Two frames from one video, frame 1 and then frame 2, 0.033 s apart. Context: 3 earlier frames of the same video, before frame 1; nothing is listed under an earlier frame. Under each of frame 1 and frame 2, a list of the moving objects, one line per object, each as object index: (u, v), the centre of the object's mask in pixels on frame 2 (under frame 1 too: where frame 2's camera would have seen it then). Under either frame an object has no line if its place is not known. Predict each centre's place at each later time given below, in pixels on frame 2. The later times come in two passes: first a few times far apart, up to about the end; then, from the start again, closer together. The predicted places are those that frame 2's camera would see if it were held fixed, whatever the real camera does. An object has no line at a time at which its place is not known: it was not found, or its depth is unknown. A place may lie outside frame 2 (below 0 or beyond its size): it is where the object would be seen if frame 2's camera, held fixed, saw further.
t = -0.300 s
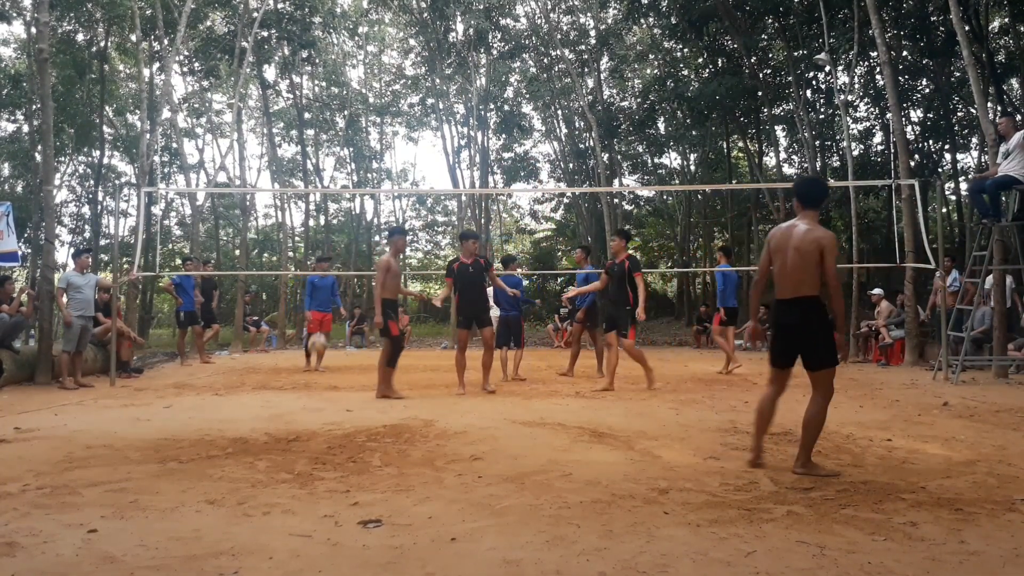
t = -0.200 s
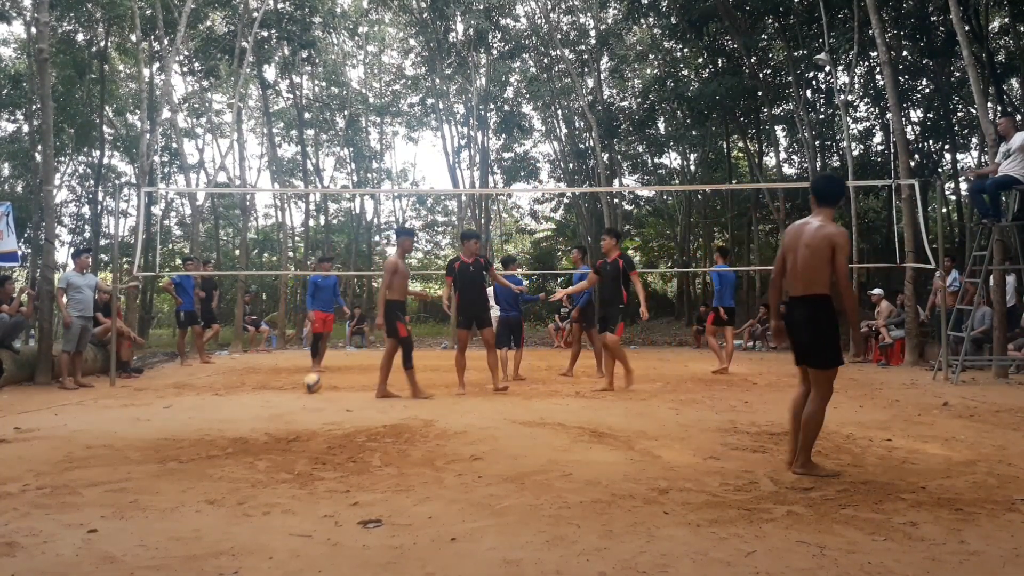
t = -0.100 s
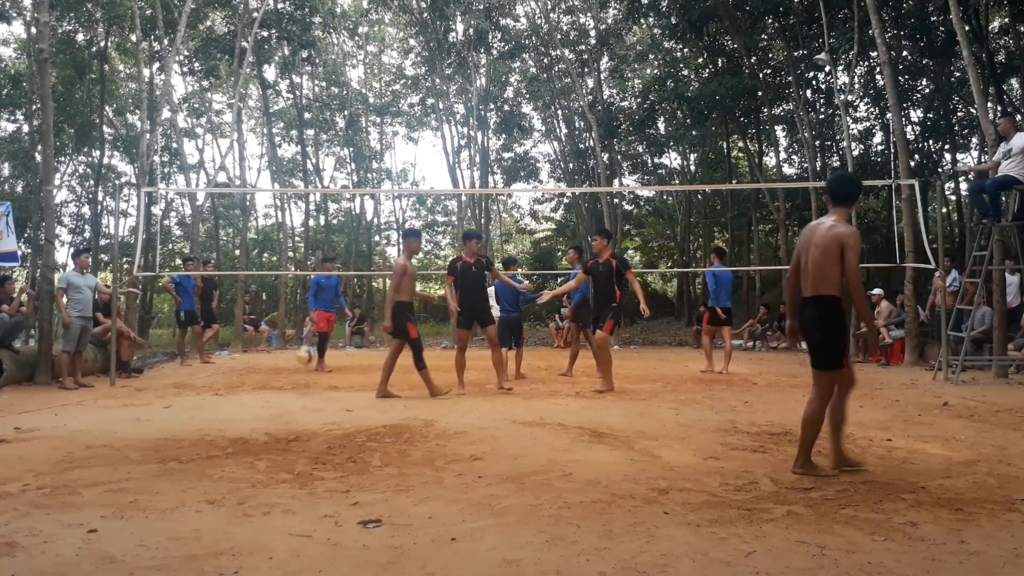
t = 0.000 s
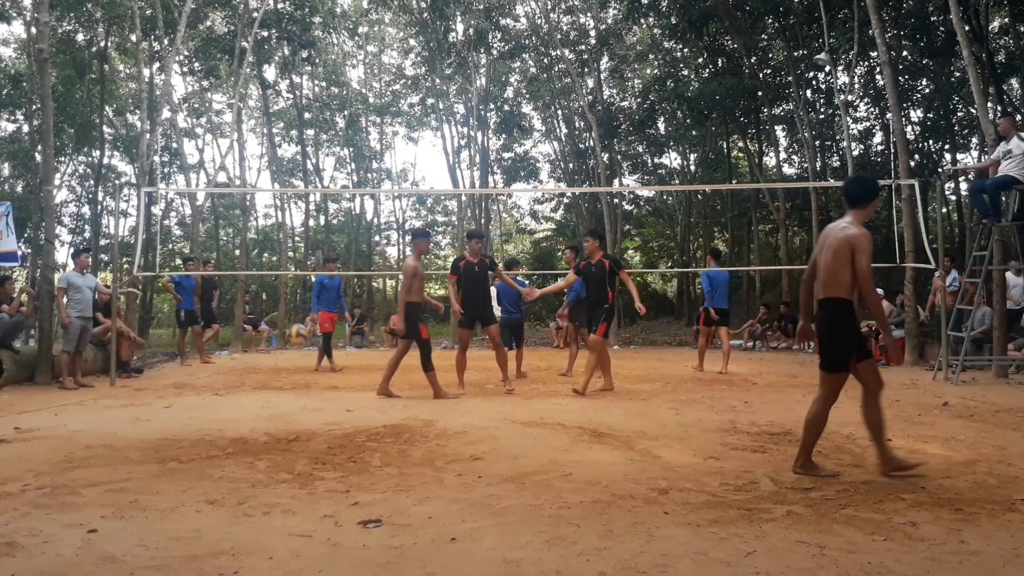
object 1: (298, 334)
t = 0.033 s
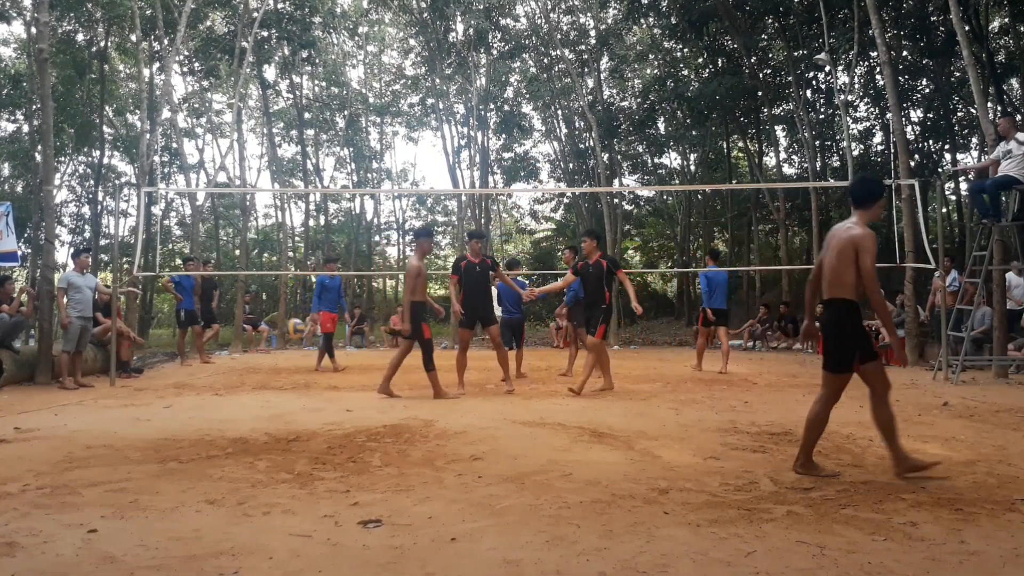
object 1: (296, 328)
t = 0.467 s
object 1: (257, 347)
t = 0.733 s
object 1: (236, 360)
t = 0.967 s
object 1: (217, 341)
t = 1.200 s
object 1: (195, 376)
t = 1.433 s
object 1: (171, 366)
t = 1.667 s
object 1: (145, 369)
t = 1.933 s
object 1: (116, 379)
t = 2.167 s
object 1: (90, 382)
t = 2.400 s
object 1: (62, 384)
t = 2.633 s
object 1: (35, 399)
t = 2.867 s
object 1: (7, 394)
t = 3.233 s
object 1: (2, 402)
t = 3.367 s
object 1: (3, 402)
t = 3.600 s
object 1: (6, 405)
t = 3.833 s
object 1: (10, 406)
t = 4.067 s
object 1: (15, 408)
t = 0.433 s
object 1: (260, 336)
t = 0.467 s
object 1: (257, 347)
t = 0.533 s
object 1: (254, 365)
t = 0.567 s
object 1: (250, 376)
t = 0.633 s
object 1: (244, 382)
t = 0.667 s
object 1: (241, 374)
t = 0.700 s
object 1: (238, 366)
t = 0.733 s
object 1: (236, 360)
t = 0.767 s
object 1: (233, 354)
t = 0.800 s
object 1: (231, 349)
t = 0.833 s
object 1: (228, 345)
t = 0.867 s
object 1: (225, 343)
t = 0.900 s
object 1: (222, 342)
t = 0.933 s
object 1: (220, 341)
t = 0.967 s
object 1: (217, 341)
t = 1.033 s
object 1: (210, 346)
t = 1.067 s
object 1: (207, 351)
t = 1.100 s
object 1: (204, 354)
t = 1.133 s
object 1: (201, 361)
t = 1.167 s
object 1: (198, 368)
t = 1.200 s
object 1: (195, 376)
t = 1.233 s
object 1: (192, 386)
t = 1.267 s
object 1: (188, 396)
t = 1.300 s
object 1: (185, 388)
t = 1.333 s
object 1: (181, 382)
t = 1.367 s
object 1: (178, 376)
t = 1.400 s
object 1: (174, 370)
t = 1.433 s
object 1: (171, 366)
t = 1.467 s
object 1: (168, 363)
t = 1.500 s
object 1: (164, 362)
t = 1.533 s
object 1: (160, 361)
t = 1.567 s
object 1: (157, 361)
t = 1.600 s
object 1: (153, 362)
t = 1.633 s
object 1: (149, 365)
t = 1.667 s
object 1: (145, 369)
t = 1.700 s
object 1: (141, 374)
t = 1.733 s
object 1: (137, 380)
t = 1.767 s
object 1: (133, 387)
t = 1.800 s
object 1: (129, 397)
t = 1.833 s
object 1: (126, 395)
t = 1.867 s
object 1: (122, 388)
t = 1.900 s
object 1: (119, 383)
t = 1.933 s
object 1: (116, 379)
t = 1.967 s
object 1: (112, 377)
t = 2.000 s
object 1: (108, 375)
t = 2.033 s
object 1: (105, 374)
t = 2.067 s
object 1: (101, 374)
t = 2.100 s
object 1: (97, 376)
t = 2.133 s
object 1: (93, 378)
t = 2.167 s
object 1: (90, 382)
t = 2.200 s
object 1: (85, 387)
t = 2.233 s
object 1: (81, 394)
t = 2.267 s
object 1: (78, 401)
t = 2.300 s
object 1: (74, 396)
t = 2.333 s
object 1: (70, 391)
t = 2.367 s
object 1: (66, 387)
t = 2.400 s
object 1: (62, 384)
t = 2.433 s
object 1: (58, 383)
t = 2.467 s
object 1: (54, 383)
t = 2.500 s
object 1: (50, 383)
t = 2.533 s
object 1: (47, 385)
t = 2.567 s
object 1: (43, 389)
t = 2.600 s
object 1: (39, 393)
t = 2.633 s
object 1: (35, 399)
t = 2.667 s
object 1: (31, 403)
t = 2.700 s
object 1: (27, 398)
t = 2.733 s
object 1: (22, 395)
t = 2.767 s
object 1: (17, 393)
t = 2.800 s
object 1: (13, 392)
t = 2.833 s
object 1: (9, 393)
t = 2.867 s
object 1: (7, 394)
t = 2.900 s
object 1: (5, 397)
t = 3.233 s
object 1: (2, 402)
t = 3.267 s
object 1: (2, 401)
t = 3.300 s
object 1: (2, 401)
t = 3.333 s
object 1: (2, 401)
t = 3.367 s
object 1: (3, 402)
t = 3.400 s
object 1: (3, 404)
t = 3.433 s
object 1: (3, 404)
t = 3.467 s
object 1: (4, 405)
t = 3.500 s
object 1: (5, 404)
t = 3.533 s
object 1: (5, 404)
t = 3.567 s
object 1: (6, 405)
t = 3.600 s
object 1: (6, 405)
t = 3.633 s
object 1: (7, 406)
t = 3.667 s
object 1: (7, 406)
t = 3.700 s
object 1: (8, 406)
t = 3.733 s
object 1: (8, 406)
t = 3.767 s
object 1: (9, 406)
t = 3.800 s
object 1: (9, 406)
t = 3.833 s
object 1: (10, 406)
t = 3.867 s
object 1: (11, 407)
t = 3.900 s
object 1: (11, 407)
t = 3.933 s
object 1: (12, 407)
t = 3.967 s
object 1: (12, 407)
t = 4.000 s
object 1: (13, 407)
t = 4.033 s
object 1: (14, 407)
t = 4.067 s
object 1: (15, 408)
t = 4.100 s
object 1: (16, 408)
